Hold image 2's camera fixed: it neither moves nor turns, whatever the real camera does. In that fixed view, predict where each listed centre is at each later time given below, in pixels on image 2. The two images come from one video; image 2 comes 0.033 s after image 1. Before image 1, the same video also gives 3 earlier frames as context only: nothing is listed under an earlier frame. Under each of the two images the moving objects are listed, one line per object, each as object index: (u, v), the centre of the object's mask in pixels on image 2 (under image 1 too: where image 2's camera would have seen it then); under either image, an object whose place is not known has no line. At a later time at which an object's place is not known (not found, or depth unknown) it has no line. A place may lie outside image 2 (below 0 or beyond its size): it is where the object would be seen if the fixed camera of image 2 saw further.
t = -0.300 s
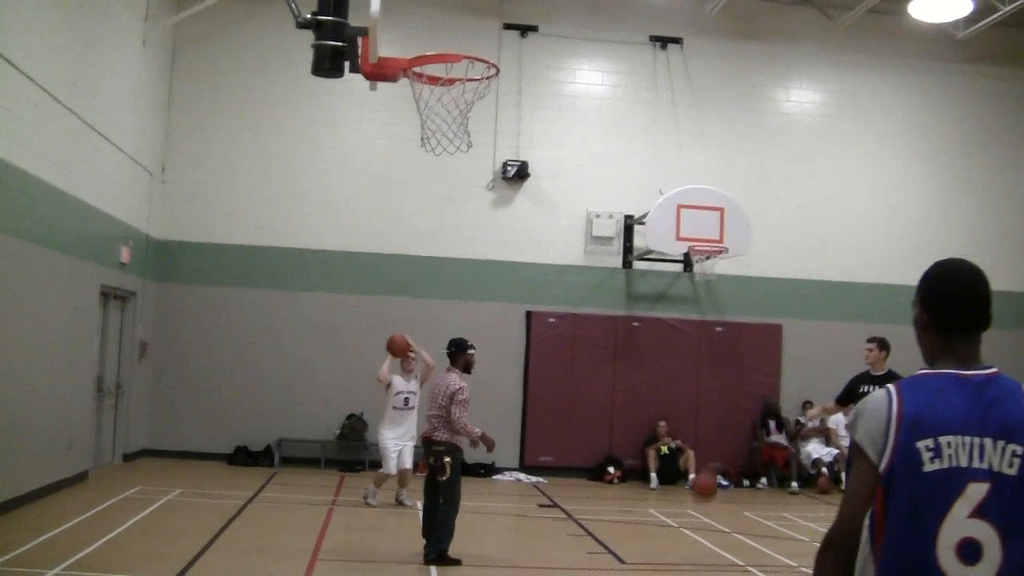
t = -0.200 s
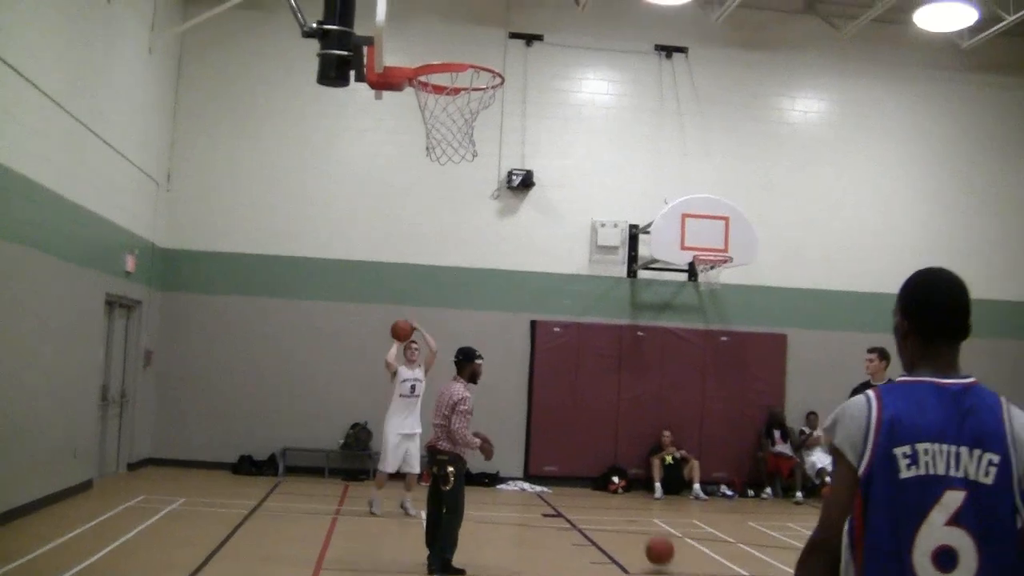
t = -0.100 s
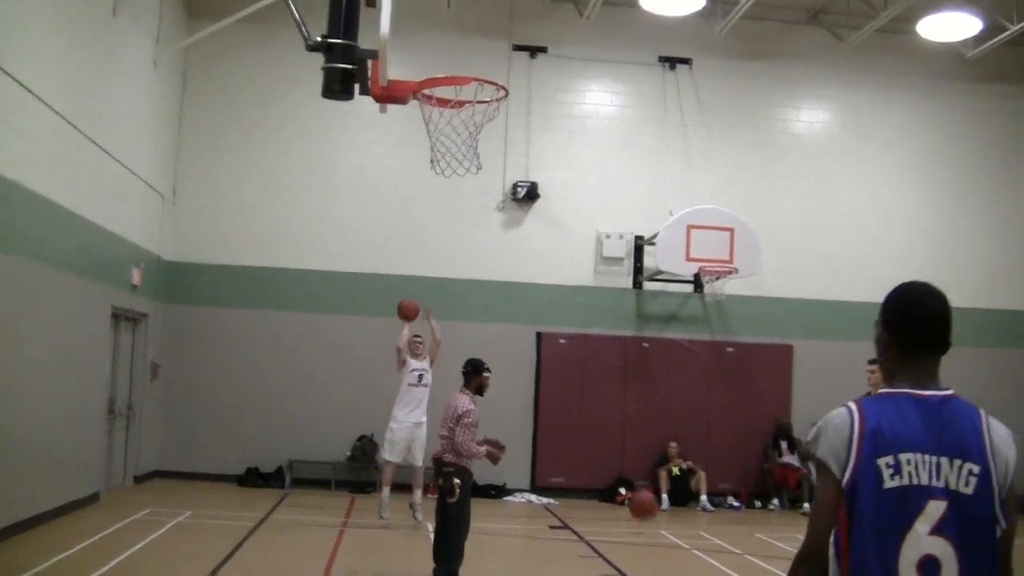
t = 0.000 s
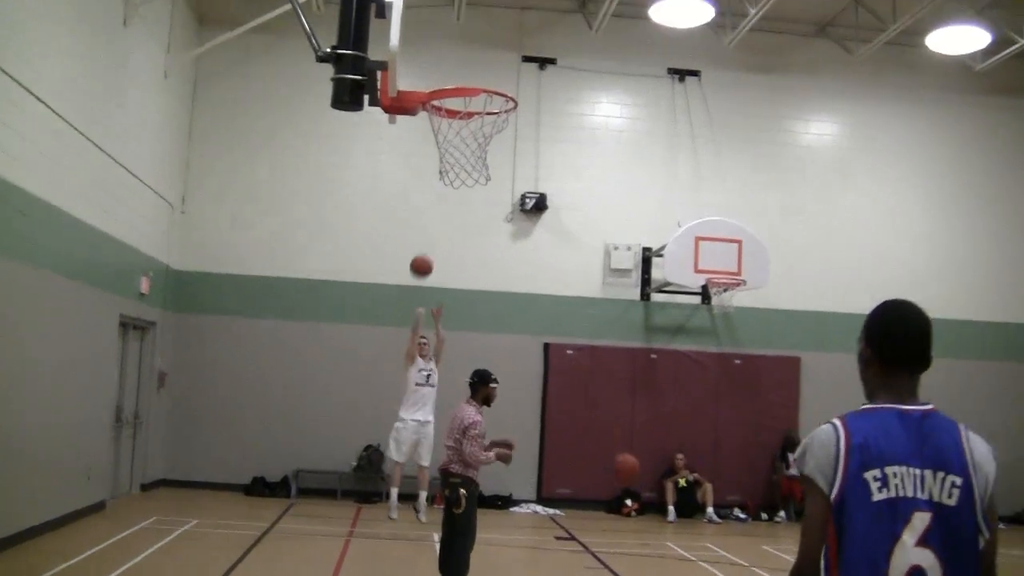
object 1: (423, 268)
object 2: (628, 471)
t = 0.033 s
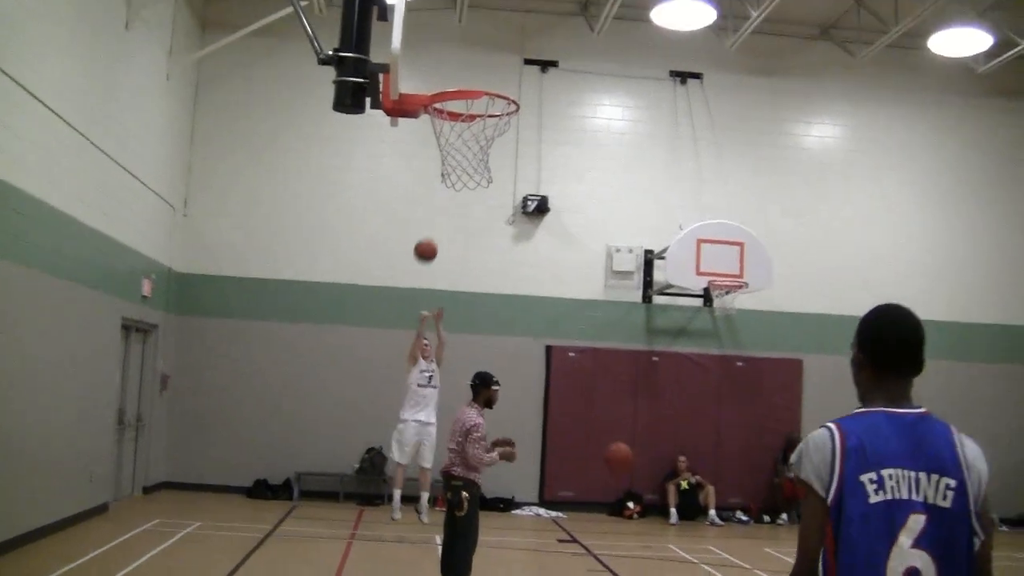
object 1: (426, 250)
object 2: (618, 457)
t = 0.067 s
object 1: (428, 232)
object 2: (610, 444)
